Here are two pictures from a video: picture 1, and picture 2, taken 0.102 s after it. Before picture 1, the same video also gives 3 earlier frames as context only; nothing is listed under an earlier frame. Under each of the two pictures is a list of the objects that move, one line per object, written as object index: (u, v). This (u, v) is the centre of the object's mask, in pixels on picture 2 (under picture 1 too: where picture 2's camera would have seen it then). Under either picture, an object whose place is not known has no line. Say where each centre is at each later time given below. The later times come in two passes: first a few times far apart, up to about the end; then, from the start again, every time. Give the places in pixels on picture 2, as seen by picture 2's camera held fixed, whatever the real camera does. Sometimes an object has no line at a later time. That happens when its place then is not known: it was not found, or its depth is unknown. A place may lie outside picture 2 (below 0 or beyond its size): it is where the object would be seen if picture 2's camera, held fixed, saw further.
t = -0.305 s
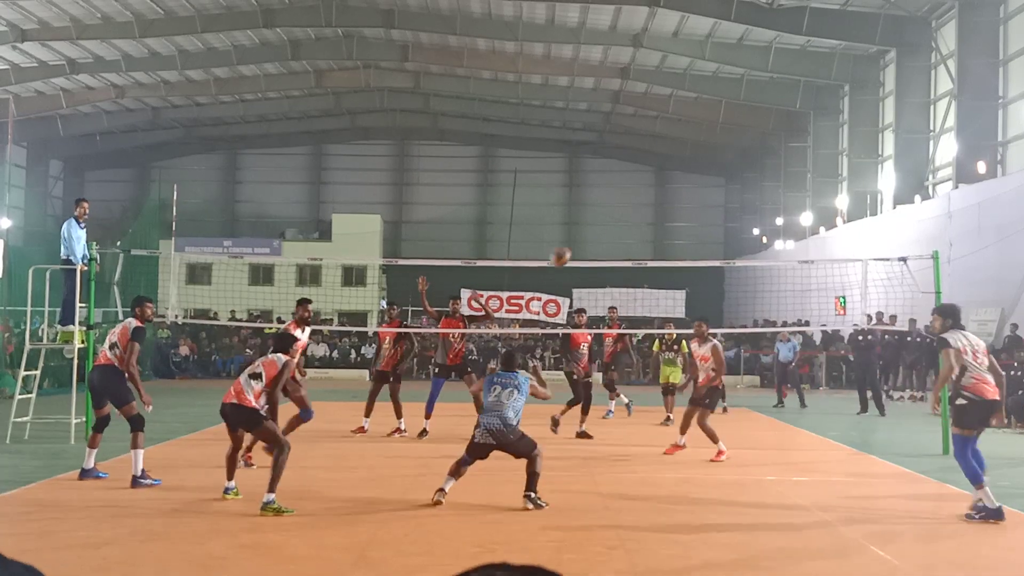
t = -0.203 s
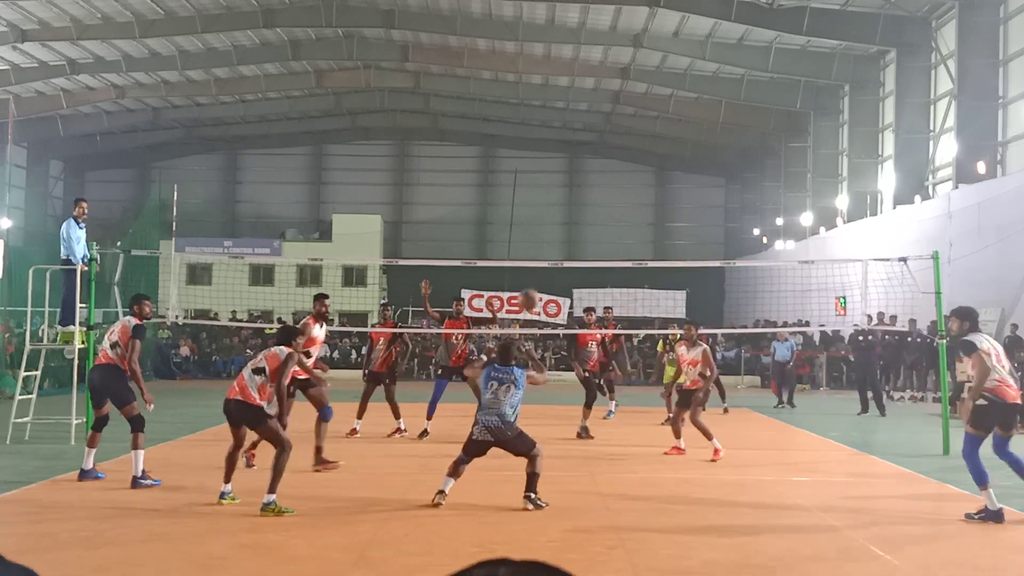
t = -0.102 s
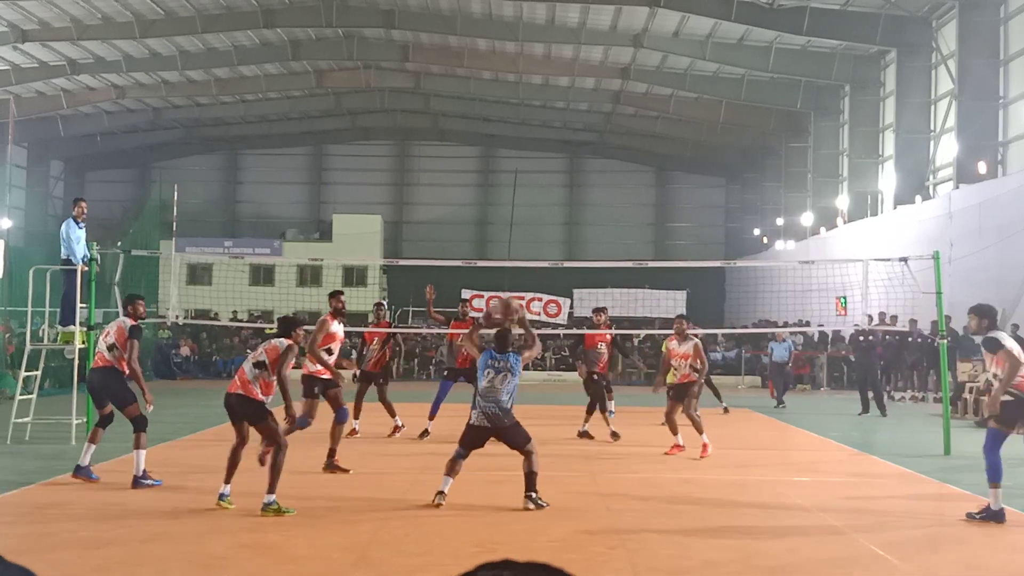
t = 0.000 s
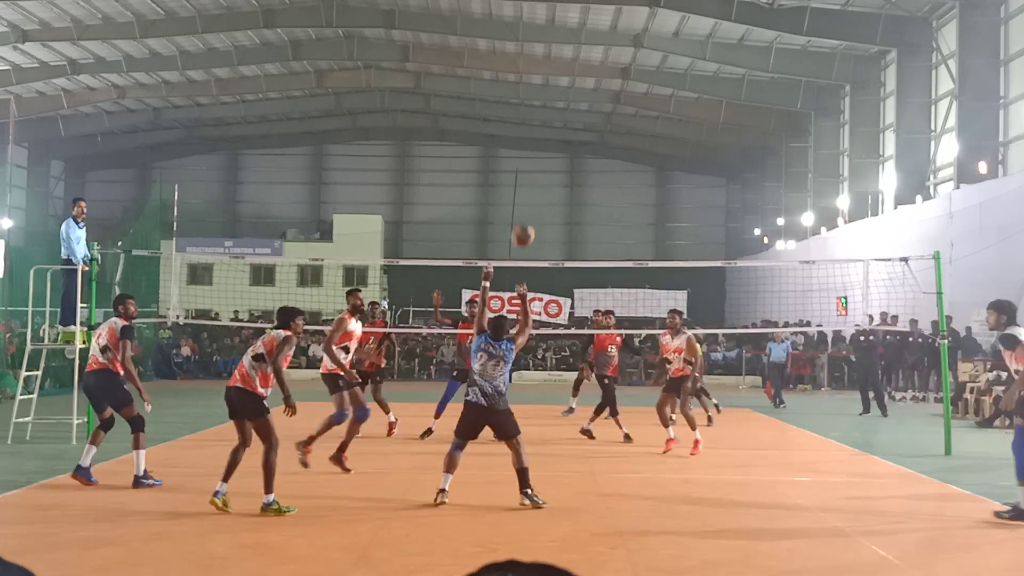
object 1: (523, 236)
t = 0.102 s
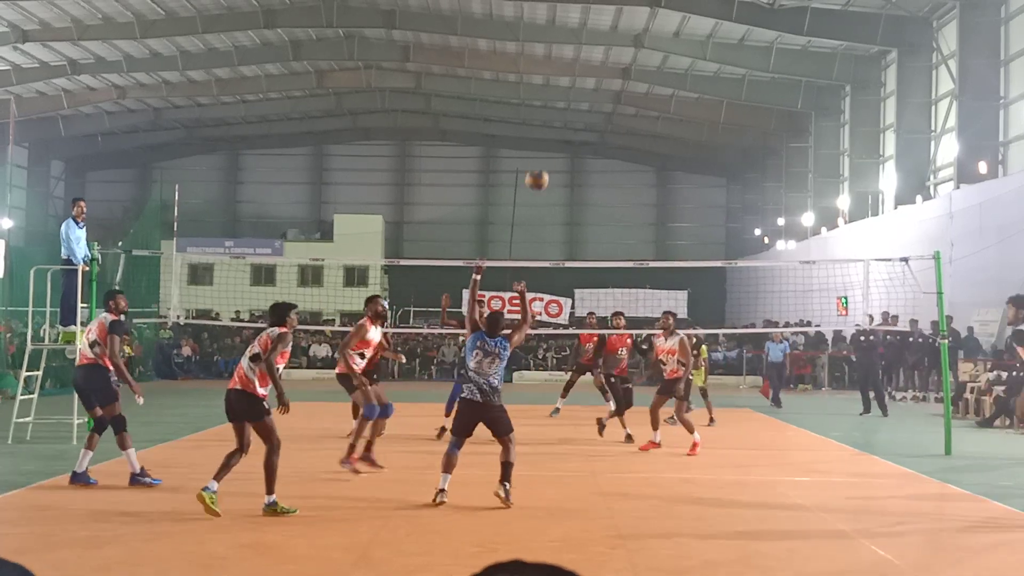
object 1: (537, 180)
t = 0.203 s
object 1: (550, 138)
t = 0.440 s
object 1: (578, 85)
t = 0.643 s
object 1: (598, 84)
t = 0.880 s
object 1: (617, 127)
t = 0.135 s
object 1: (541, 164)
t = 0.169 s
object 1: (546, 150)
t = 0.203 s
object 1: (550, 138)
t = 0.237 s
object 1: (554, 126)
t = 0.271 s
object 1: (558, 116)
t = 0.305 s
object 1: (563, 107)
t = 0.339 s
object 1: (567, 100)
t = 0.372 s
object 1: (570, 94)
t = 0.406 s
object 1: (574, 89)
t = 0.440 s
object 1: (578, 85)
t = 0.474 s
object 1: (581, 82)
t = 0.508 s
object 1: (585, 80)
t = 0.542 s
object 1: (588, 79)
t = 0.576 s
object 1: (591, 80)
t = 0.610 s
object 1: (595, 82)
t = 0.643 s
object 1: (598, 84)
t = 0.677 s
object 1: (601, 88)
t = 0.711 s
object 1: (604, 92)
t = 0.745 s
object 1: (607, 98)
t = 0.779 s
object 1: (610, 104)
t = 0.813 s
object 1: (613, 111)
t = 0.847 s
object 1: (615, 119)
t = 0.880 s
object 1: (617, 127)
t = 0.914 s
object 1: (620, 138)
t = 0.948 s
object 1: (622, 148)
